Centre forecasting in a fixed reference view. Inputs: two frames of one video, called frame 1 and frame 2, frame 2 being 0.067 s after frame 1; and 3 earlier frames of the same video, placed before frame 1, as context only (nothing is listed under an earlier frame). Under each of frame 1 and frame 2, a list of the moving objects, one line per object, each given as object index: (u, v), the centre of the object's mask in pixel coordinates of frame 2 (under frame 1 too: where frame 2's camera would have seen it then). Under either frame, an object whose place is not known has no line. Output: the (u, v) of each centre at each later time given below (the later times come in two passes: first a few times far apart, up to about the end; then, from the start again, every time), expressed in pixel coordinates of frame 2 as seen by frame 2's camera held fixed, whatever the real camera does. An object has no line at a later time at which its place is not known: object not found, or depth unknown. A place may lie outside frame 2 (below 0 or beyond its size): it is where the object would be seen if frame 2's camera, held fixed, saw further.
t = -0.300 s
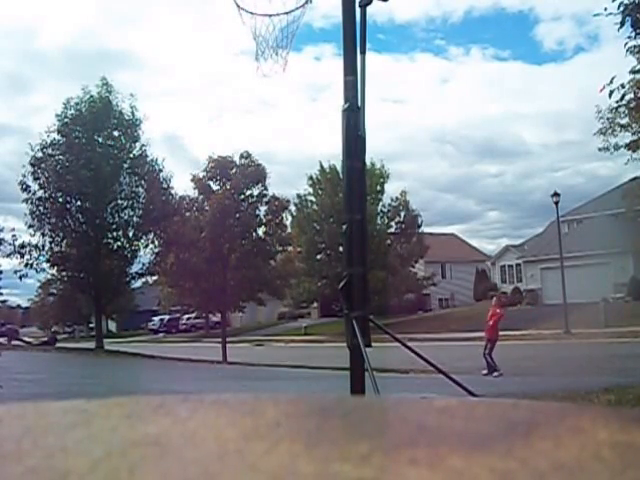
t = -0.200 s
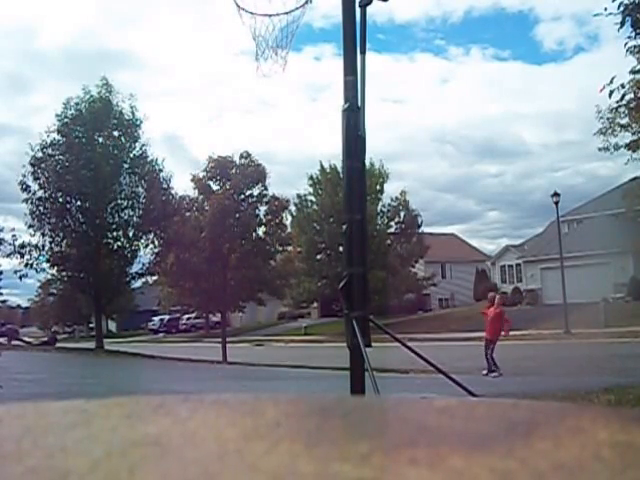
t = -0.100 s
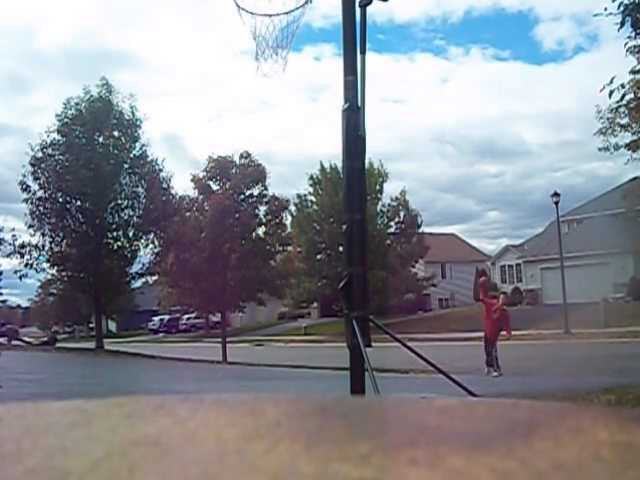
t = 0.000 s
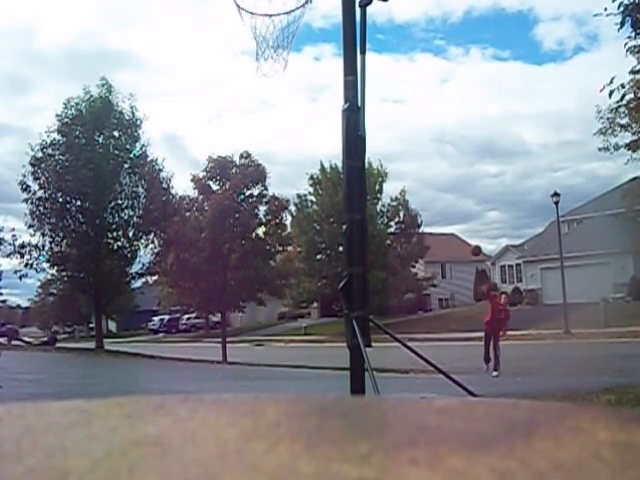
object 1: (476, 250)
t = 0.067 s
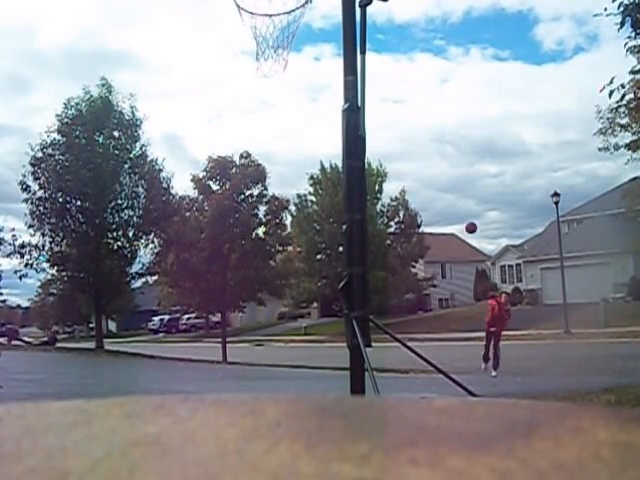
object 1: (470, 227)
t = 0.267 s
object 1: (455, 160)
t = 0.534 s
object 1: (429, 74)
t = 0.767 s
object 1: (402, 9)
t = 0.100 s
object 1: (468, 216)
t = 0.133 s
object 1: (466, 205)
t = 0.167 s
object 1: (463, 193)
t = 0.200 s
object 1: (460, 182)
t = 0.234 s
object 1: (458, 171)
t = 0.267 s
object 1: (455, 160)
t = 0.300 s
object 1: (452, 149)
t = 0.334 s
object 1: (449, 138)
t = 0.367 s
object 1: (446, 127)
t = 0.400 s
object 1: (443, 116)
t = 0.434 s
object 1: (439, 106)
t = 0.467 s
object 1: (436, 95)
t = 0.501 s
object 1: (433, 85)
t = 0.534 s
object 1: (429, 74)
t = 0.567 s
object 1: (426, 64)
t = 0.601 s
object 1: (422, 54)
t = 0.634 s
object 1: (419, 44)
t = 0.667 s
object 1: (415, 35)
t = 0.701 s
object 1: (411, 25)
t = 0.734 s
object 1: (406, 16)
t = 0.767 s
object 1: (402, 9)
